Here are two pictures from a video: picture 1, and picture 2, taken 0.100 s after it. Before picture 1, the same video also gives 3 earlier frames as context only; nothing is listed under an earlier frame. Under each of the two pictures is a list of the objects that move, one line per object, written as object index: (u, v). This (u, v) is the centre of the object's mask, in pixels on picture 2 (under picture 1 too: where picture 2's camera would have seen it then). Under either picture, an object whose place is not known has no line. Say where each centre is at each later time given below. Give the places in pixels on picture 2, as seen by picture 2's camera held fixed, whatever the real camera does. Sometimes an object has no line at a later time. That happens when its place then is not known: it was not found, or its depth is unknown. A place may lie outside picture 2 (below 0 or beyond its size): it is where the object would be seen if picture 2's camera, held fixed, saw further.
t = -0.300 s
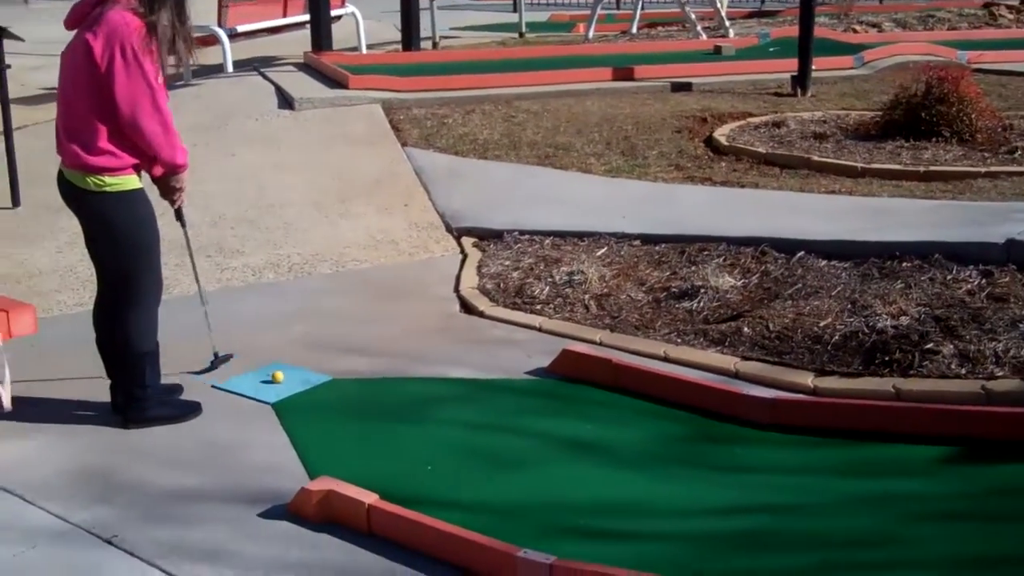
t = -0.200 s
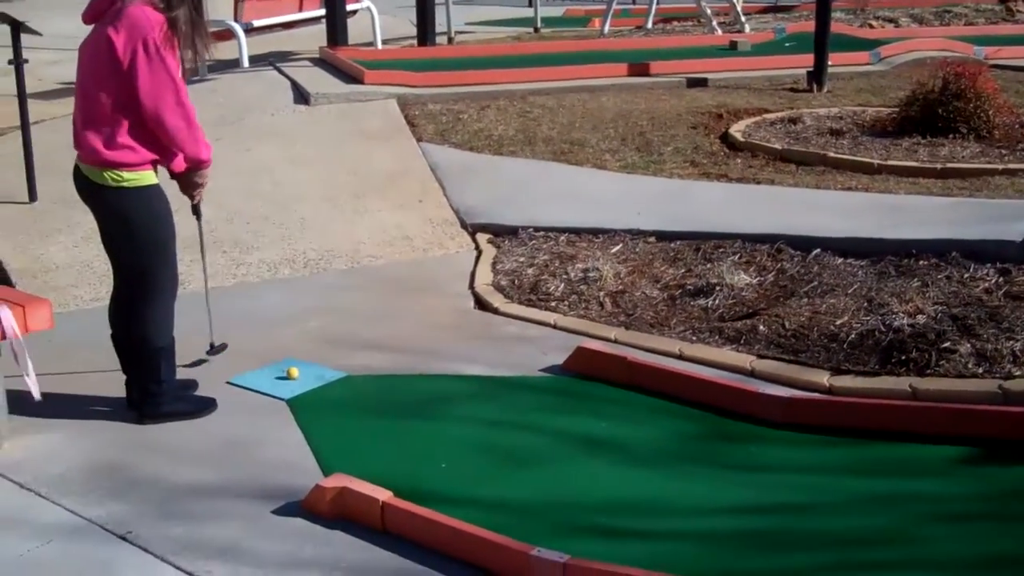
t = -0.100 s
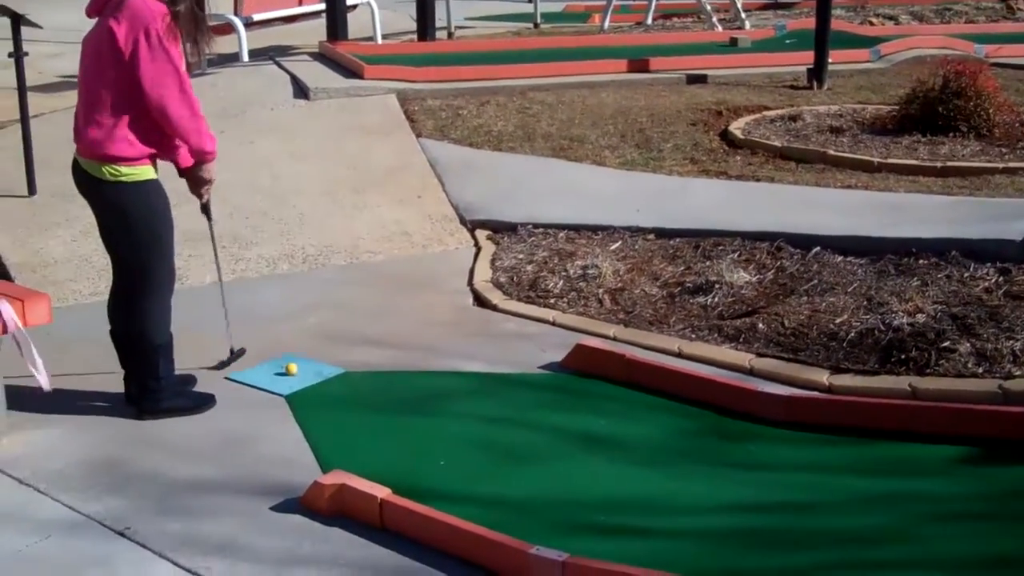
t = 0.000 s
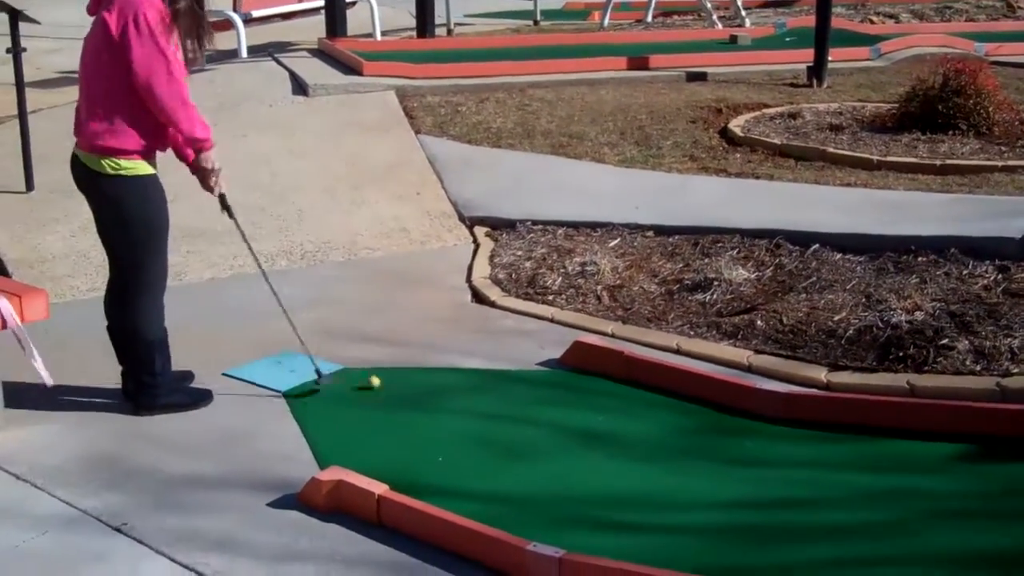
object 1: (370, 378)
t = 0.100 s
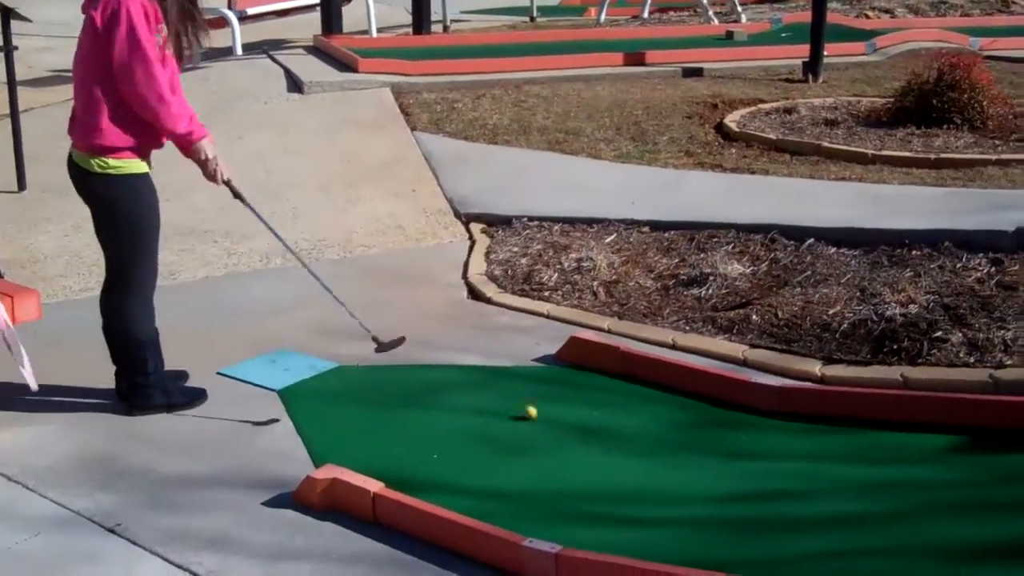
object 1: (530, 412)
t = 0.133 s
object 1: (586, 425)
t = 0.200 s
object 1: (700, 445)
